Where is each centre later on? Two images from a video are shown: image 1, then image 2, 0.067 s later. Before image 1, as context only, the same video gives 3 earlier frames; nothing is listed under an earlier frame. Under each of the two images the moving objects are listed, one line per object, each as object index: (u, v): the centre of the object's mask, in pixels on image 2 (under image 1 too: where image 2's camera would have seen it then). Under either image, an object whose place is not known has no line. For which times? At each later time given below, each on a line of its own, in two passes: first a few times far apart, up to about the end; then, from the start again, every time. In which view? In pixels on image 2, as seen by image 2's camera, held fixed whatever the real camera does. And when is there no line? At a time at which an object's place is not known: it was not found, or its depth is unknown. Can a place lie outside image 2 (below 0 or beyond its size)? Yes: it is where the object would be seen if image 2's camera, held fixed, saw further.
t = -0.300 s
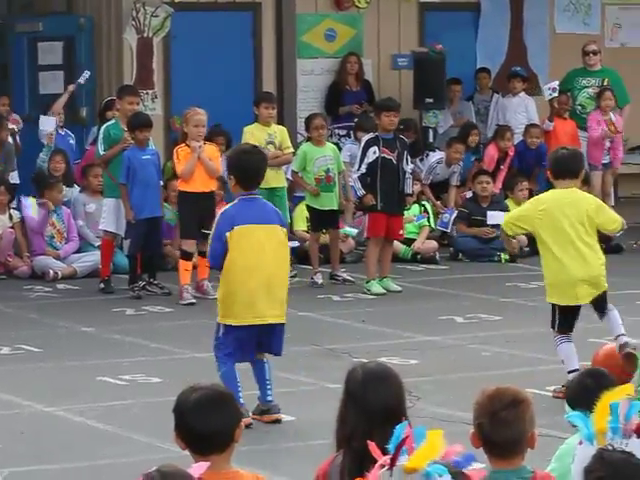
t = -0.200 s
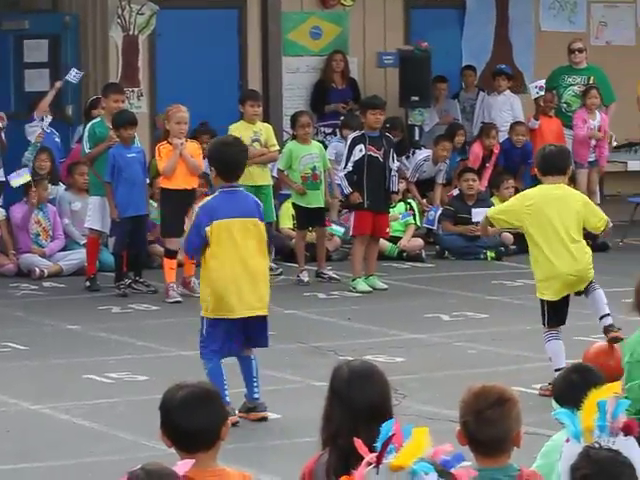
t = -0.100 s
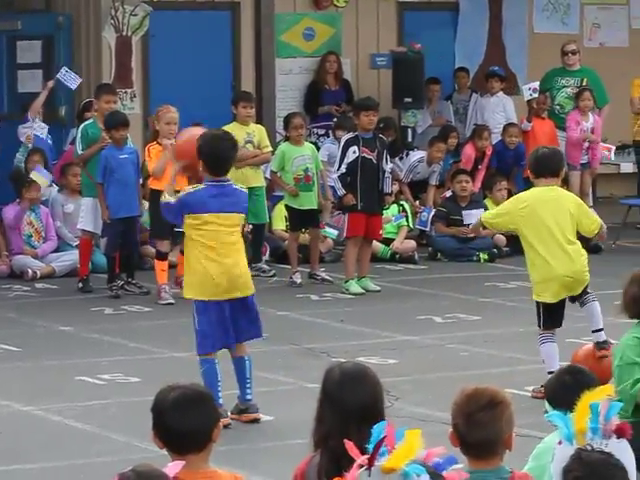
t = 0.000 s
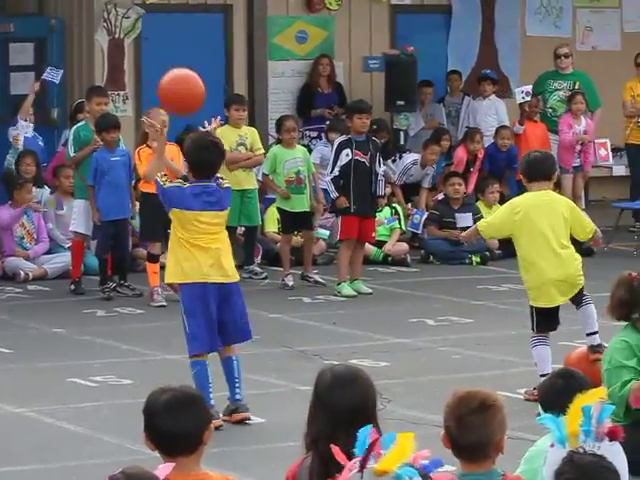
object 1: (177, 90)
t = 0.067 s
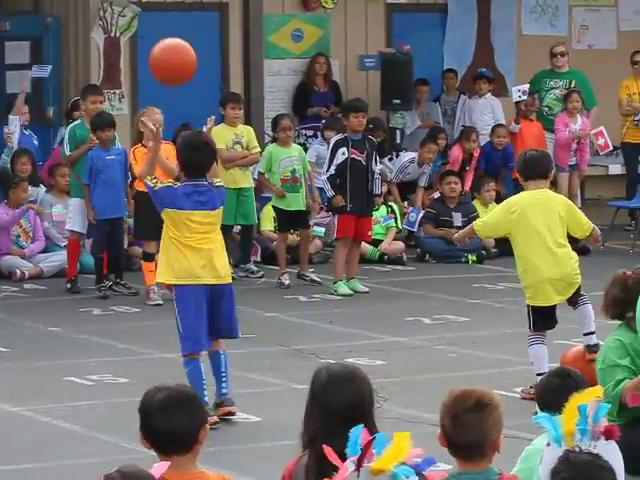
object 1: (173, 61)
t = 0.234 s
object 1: (162, 30)
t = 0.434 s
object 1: (152, 68)
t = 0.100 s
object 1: (170, 50)
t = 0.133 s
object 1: (168, 42)
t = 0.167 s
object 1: (166, 35)
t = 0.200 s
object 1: (164, 31)
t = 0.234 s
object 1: (162, 30)
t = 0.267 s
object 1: (160, 30)
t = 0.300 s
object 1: (159, 33)
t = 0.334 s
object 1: (157, 38)
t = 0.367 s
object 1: (155, 46)
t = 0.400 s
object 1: (153, 55)
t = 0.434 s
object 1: (152, 68)
